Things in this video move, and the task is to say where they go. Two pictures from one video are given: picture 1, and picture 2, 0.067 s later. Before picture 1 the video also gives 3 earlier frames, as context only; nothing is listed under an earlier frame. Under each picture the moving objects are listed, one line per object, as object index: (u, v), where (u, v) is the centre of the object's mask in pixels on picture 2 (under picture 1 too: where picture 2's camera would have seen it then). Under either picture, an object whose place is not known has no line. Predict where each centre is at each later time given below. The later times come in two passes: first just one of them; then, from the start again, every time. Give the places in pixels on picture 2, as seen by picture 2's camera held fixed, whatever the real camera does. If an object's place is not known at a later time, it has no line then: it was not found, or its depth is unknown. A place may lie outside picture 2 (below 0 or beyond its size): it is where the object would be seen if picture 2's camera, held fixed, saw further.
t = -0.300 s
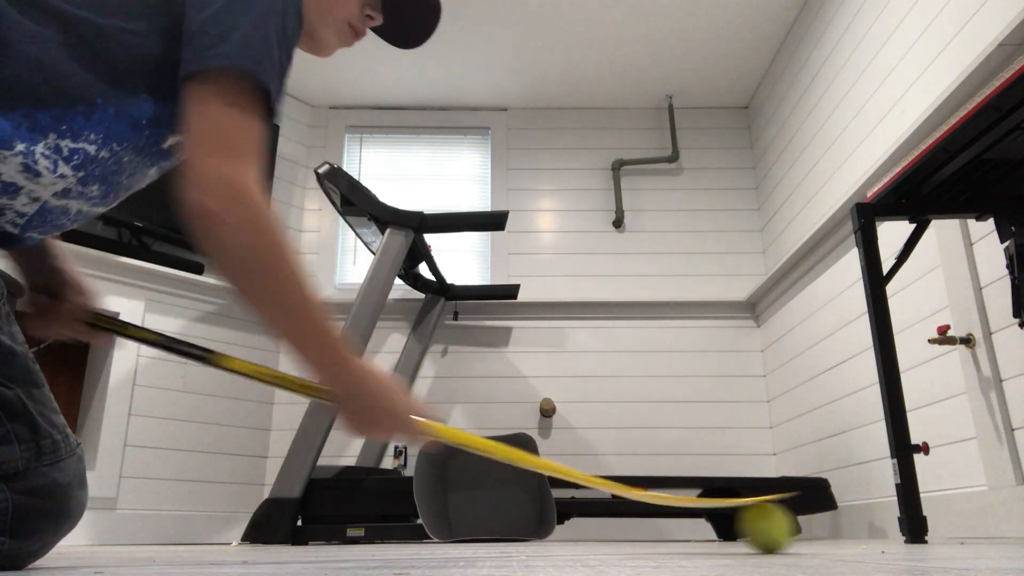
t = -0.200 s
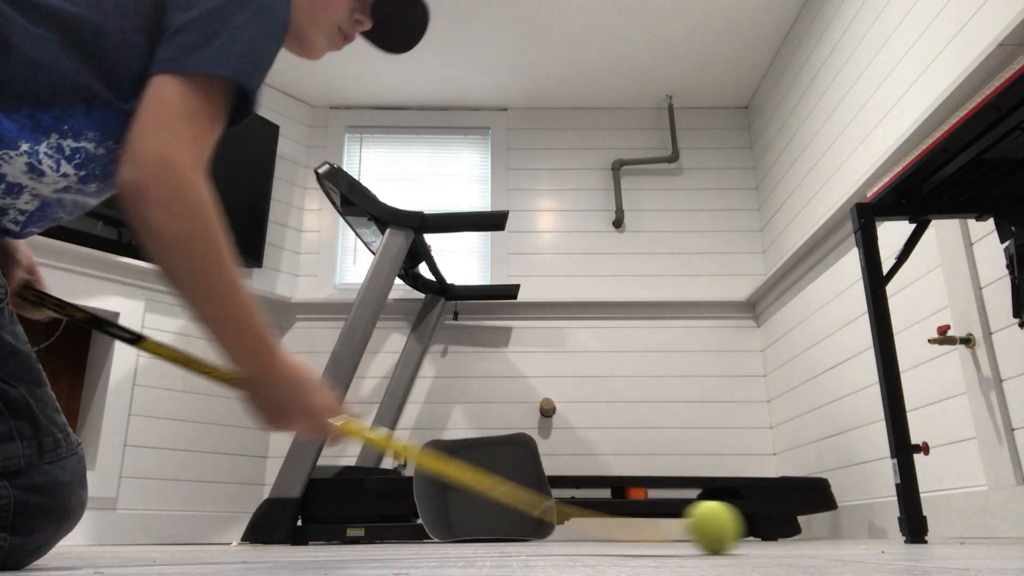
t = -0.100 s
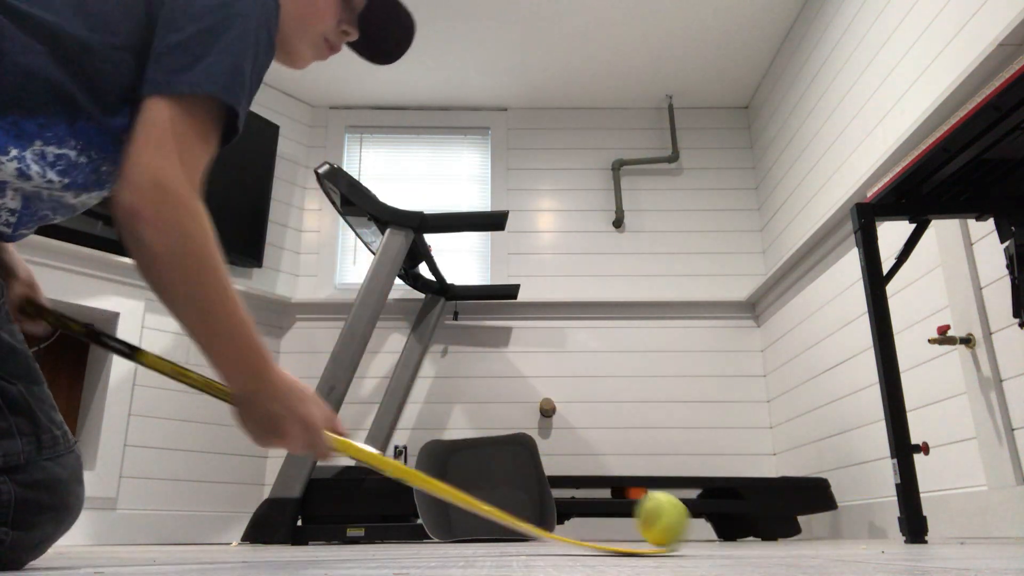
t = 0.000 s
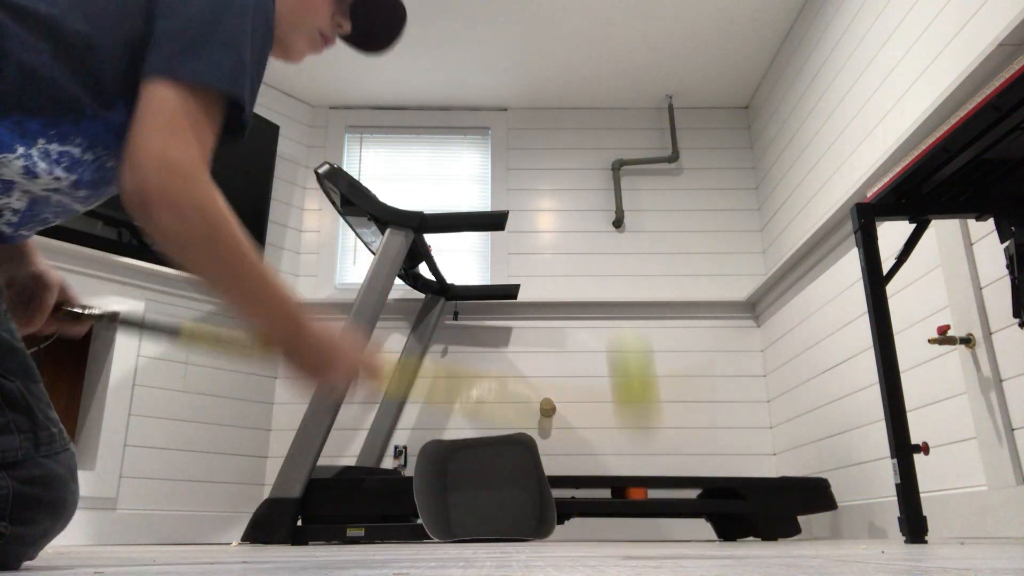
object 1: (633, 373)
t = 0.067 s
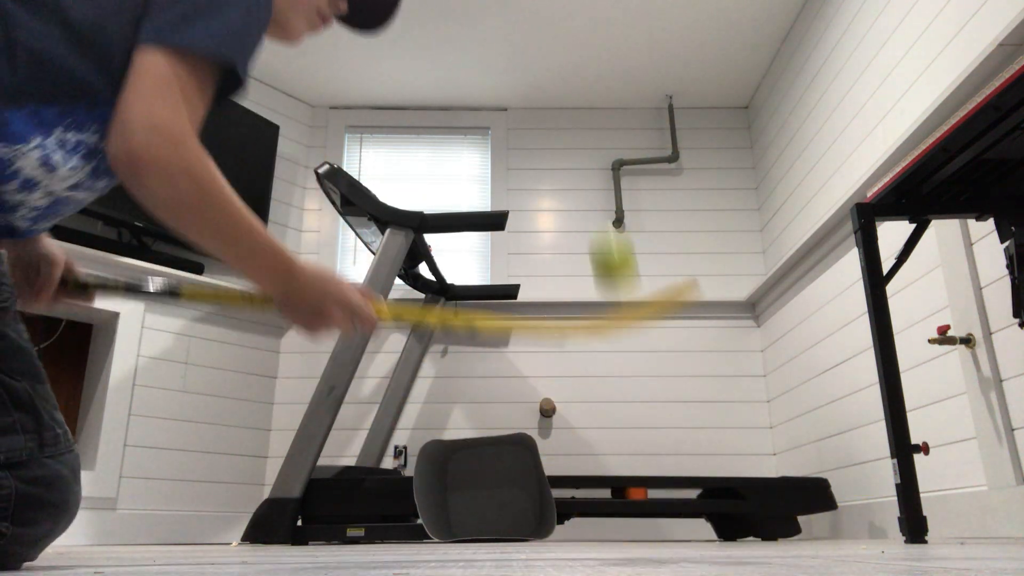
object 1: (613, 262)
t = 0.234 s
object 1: (579, 179)
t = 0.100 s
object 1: (605, 223)
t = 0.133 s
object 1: (597, 197)
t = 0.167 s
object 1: (591, 182)
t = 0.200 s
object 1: (585, 177)
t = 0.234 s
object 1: (579, 179)
